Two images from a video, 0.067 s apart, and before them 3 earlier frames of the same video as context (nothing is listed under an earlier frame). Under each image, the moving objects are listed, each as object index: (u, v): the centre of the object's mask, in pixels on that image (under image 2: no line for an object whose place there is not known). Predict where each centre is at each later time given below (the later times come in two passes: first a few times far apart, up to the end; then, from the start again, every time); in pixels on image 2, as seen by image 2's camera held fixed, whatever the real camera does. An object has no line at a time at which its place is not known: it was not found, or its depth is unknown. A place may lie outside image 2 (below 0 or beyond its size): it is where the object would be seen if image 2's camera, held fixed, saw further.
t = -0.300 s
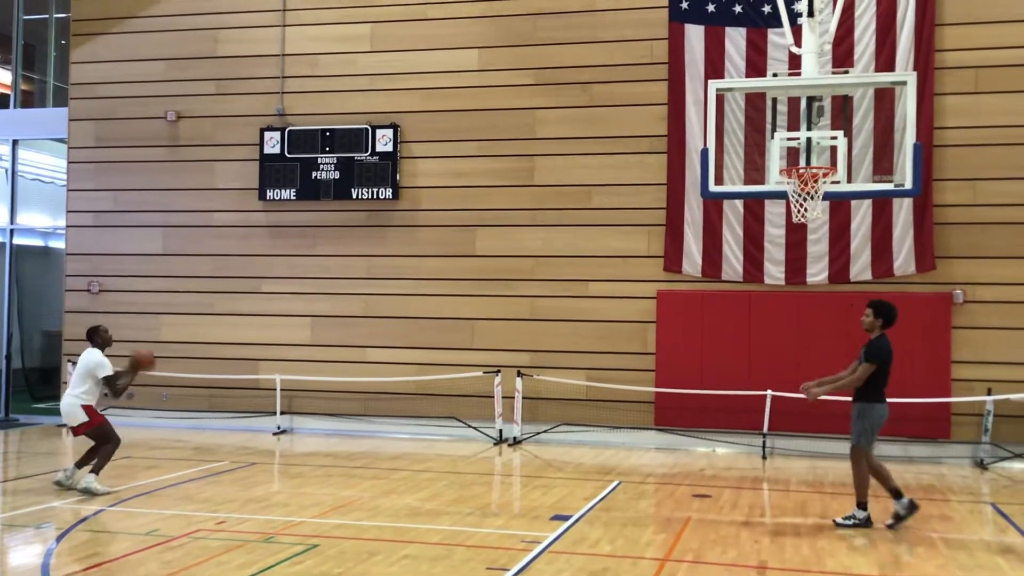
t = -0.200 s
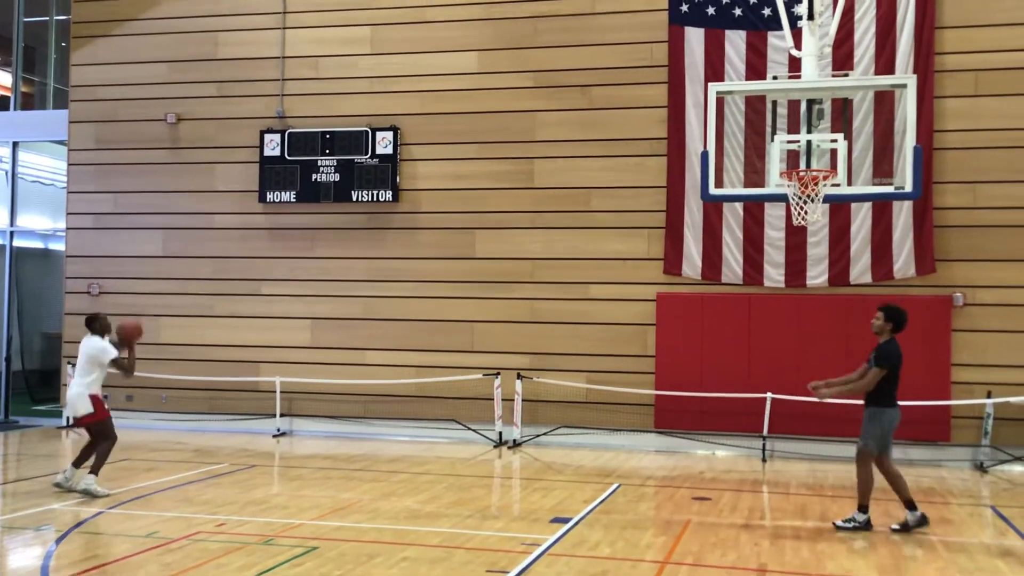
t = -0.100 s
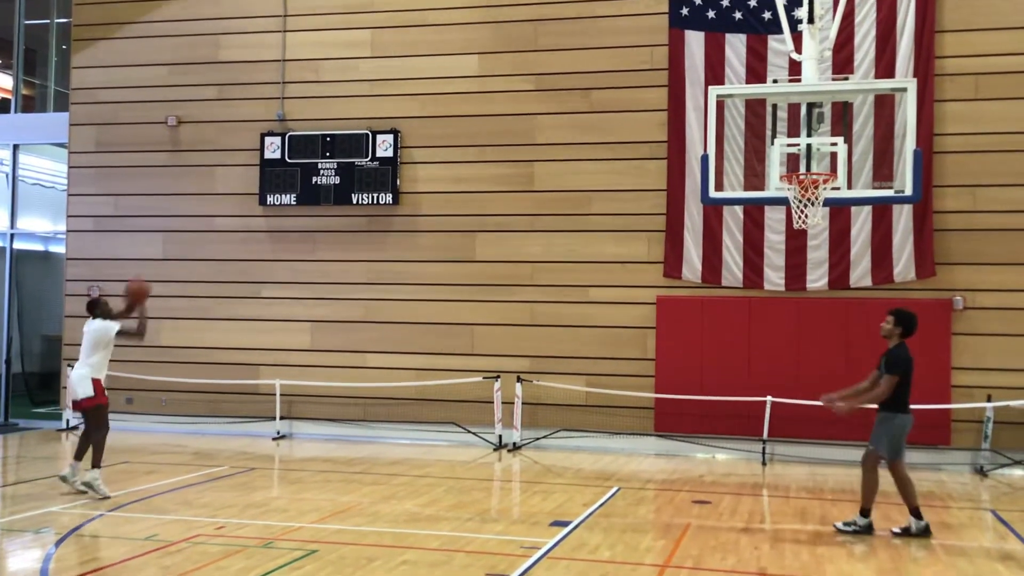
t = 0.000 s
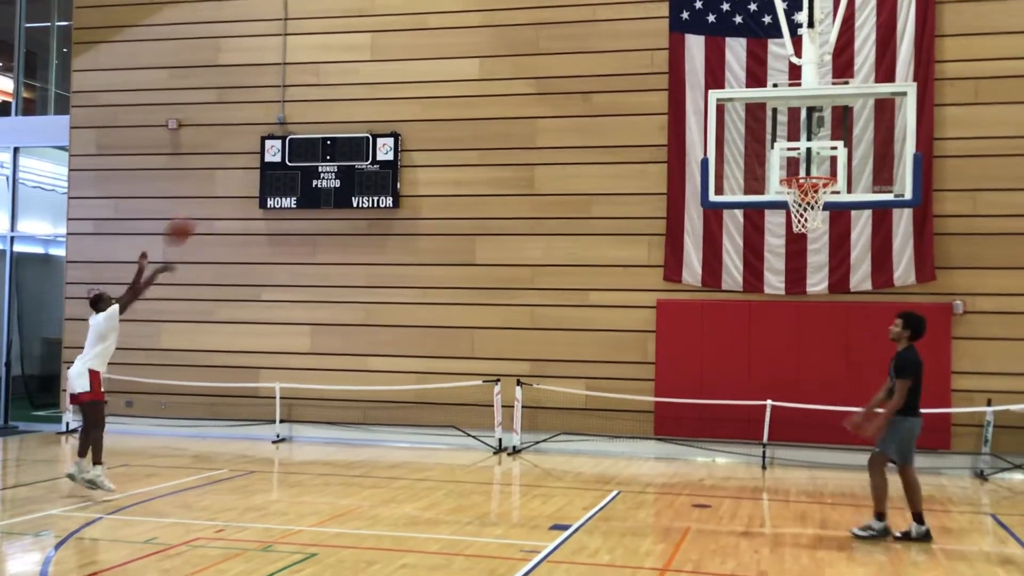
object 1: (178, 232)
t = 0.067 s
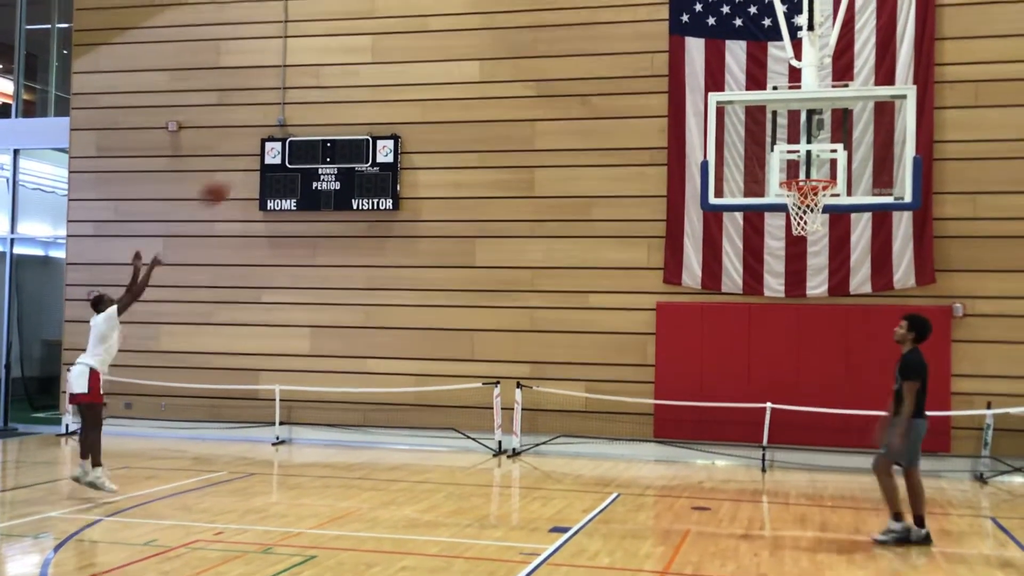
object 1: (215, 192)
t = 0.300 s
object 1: (337, 83)
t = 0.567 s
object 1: (472, 23)
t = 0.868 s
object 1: (627, 43)
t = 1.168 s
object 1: (785, 159)
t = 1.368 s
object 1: (830, 226)
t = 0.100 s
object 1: (233, 175)
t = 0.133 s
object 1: (249, 156)
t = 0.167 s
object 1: (266, 139)
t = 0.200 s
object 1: (285, 123)
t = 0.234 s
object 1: (302, 110)
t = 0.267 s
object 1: (319, 95)
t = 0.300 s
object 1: (337, 83)
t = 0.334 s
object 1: (354, 72)
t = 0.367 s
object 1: (370, 62)
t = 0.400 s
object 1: (387, 54)
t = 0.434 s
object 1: (405, 45)
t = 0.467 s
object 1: (421, 39)
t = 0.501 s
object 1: (439, 33)
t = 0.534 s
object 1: (456, 27)
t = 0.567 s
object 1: (472, 23)
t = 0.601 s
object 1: (489, 21)
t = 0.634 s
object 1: (507, 19)
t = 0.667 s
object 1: (523, 19)
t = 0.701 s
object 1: (541, 20)
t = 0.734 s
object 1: (558, 23)
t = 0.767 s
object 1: (575, 26)
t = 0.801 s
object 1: (591, 30)
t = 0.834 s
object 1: (609, 36)
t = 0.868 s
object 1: (627, 43)
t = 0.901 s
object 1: (644, 51)
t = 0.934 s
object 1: (661, 60)
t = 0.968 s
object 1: (678, 70)
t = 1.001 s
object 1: (696, 82)
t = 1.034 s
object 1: (714, 92)
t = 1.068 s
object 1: (731, 108)
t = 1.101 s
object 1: (753, 125)
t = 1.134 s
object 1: (768, 139)
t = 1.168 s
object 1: (785, 159)
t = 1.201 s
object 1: (803, 172)
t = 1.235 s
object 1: (815, 194)
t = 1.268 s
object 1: (828, 211)
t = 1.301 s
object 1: (829, 214)
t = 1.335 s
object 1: (829, 224)
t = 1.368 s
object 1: (830, 226)
